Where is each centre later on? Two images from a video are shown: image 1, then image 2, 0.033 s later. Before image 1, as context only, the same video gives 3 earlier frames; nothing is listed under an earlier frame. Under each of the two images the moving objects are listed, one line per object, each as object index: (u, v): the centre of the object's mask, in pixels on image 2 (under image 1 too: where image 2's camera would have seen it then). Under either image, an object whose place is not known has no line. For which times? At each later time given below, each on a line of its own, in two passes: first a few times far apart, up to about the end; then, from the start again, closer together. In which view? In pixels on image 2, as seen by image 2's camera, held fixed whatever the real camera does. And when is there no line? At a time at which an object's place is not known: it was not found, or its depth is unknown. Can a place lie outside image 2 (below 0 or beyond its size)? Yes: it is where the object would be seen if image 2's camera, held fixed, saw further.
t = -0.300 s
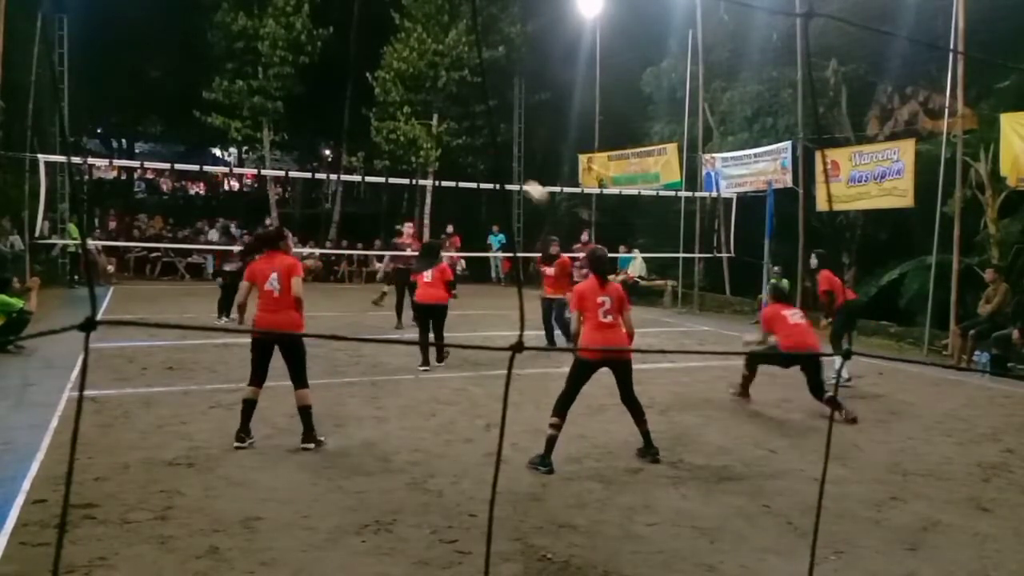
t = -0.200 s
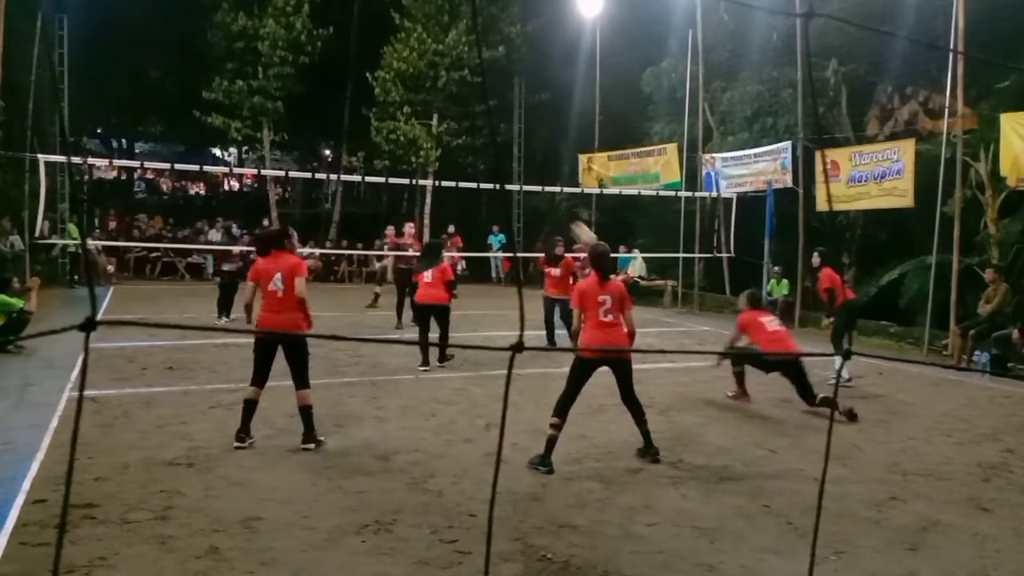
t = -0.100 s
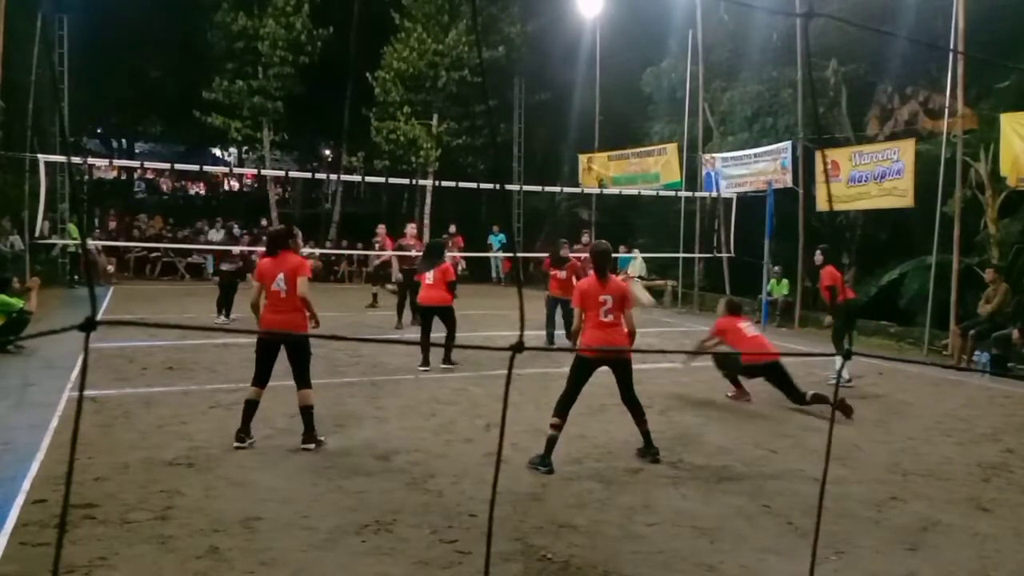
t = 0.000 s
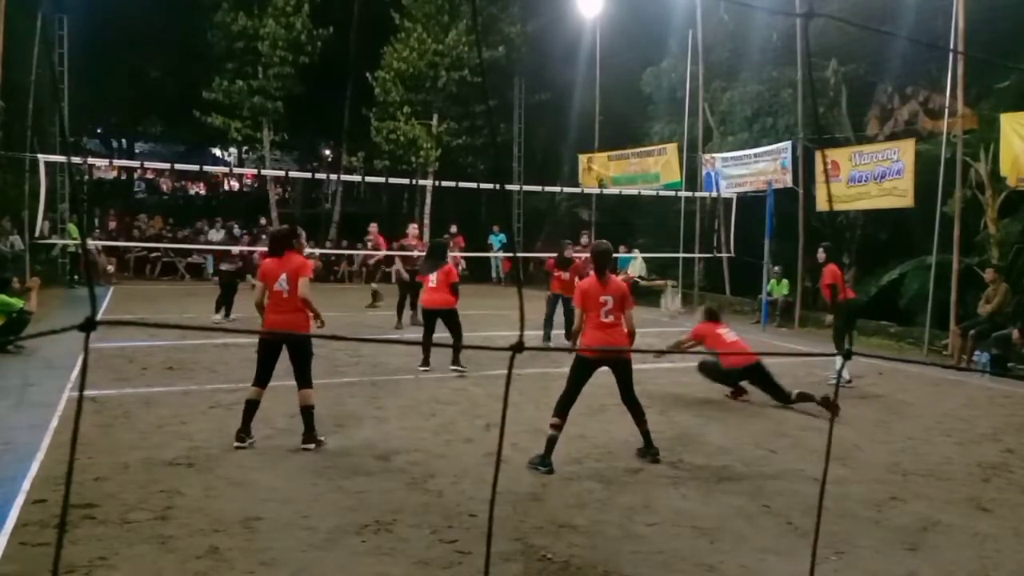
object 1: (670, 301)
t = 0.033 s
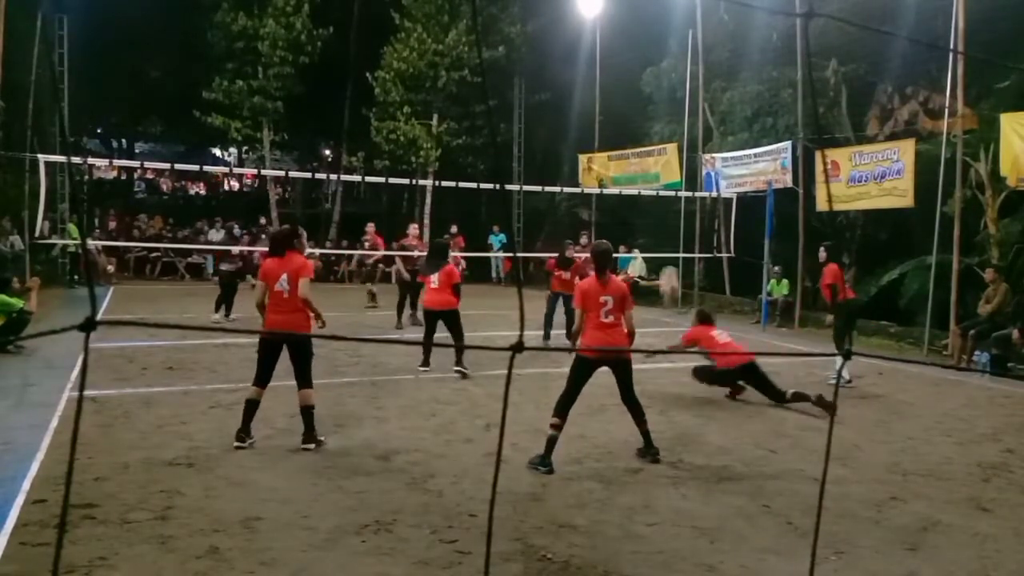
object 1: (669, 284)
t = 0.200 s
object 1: (663, 192)
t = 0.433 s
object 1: (655, 115)
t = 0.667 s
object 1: (650, 95)
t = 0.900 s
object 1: (645, 112)
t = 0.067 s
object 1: (668, 261)
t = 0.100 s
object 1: (666, 240)
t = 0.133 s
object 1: (664, 222)
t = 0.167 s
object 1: (663, 207)
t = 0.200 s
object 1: (663, 192)
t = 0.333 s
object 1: (658, 138)
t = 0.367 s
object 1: (657, 130)
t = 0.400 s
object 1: (656, 122)
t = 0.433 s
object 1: (655, 115)
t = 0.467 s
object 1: (655, 110)
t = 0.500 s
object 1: (654, 105)
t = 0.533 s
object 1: (653, 102)
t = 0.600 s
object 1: (652, 98)
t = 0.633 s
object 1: (651, 97)
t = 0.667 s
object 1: (650, 95)
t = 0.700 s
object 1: (649, 95)
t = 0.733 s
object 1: (649, 96)
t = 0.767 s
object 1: (648, 98)
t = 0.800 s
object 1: (647, 101)
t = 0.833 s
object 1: (646, 103)
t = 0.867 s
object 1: (645, 107)
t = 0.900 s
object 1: (645, 112)
